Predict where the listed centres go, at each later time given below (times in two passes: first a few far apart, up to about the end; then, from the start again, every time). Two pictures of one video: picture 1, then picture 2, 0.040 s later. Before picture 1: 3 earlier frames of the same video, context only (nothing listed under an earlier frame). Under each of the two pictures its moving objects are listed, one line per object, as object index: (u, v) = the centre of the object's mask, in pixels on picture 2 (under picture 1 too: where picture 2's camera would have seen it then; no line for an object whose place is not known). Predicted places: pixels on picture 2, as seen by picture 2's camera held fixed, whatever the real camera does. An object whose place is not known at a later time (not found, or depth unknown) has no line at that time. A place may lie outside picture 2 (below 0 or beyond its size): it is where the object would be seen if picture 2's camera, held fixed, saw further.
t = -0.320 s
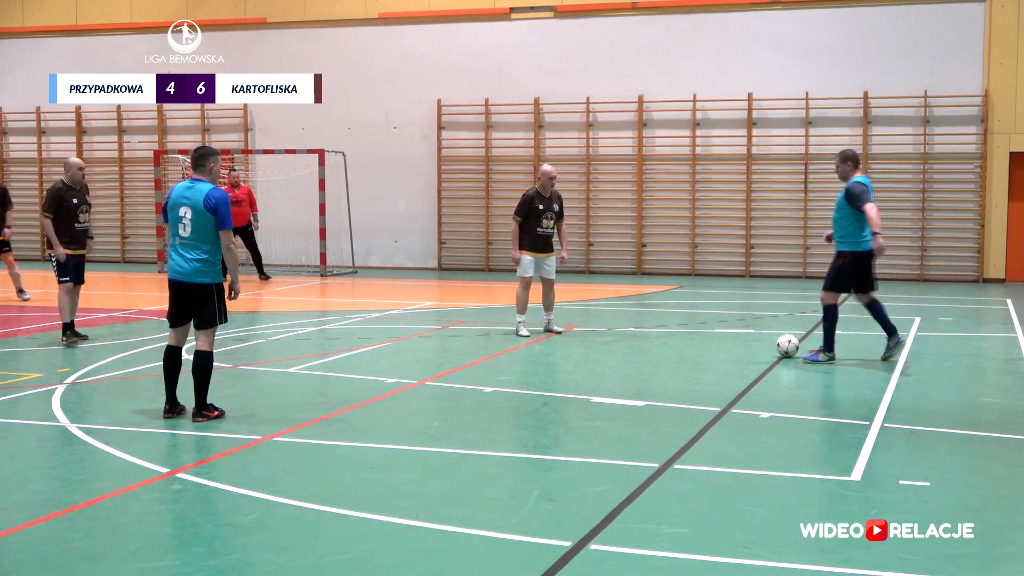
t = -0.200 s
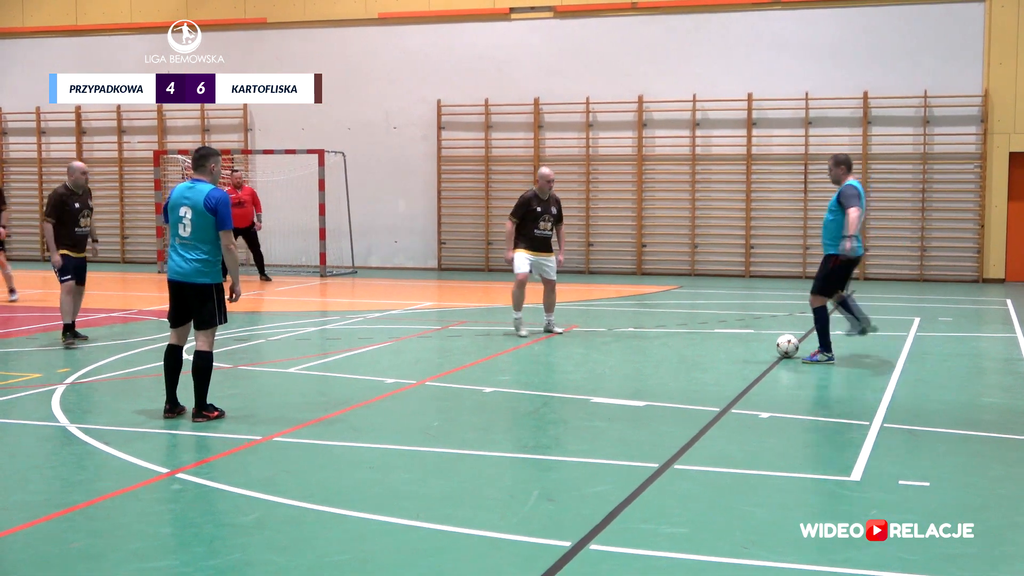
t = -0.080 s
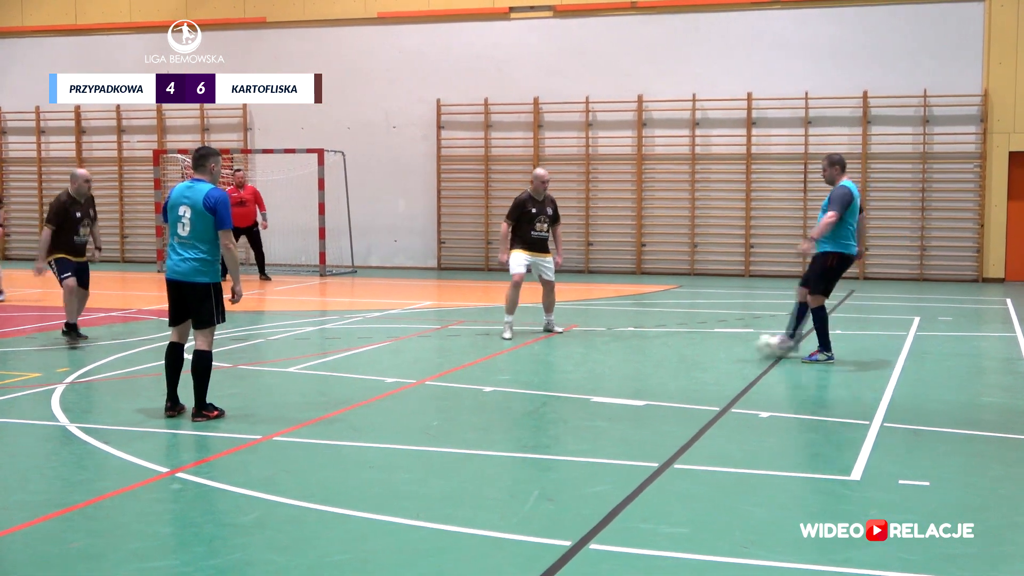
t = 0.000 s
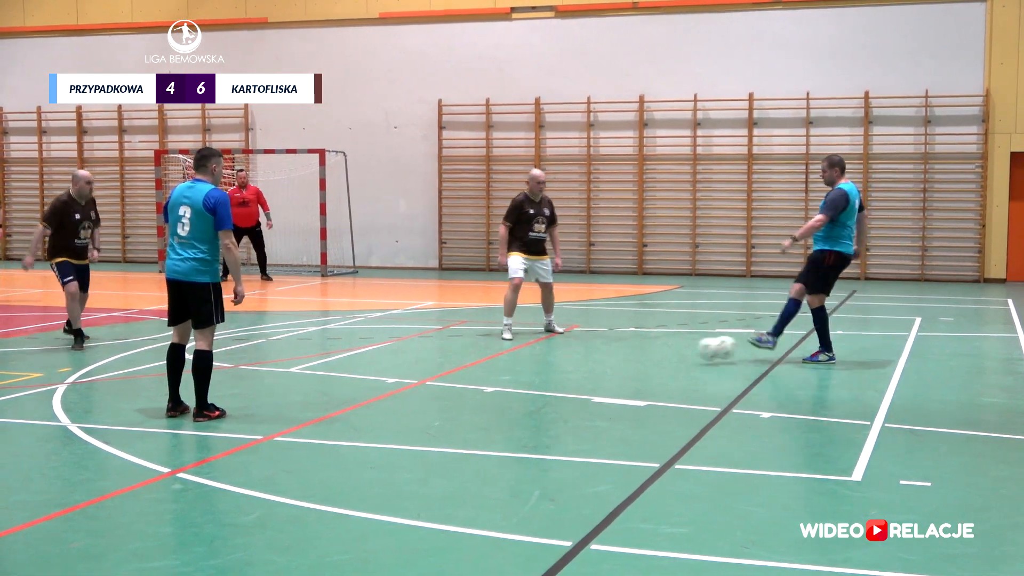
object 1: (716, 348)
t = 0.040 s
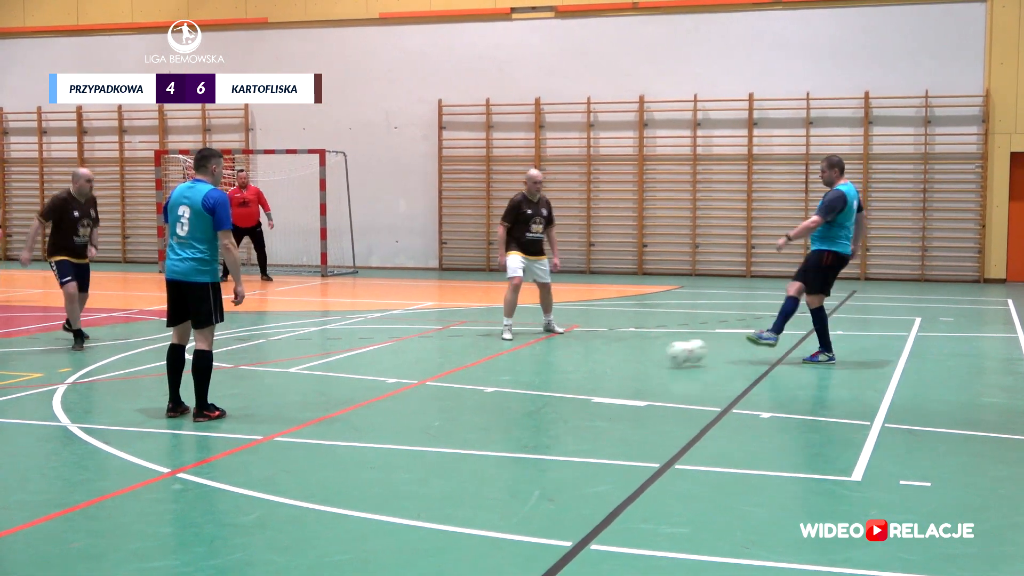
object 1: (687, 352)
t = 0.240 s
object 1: (540, 368)
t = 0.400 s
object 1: (416, 379)
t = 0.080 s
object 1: (656, 358)
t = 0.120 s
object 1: (625, 360)
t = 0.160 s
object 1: (595, 363)
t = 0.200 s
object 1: (565, 365)
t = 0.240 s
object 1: (540, 368)
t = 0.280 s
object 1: (510, 371)
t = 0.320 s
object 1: (478, 374)
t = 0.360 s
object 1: (448, 376)
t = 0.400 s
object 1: (416, 379)
